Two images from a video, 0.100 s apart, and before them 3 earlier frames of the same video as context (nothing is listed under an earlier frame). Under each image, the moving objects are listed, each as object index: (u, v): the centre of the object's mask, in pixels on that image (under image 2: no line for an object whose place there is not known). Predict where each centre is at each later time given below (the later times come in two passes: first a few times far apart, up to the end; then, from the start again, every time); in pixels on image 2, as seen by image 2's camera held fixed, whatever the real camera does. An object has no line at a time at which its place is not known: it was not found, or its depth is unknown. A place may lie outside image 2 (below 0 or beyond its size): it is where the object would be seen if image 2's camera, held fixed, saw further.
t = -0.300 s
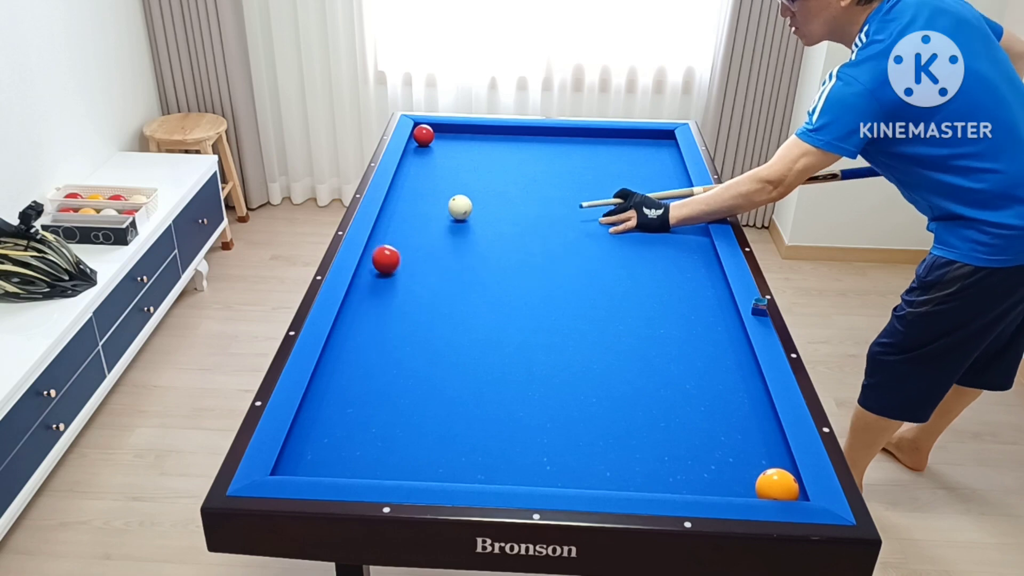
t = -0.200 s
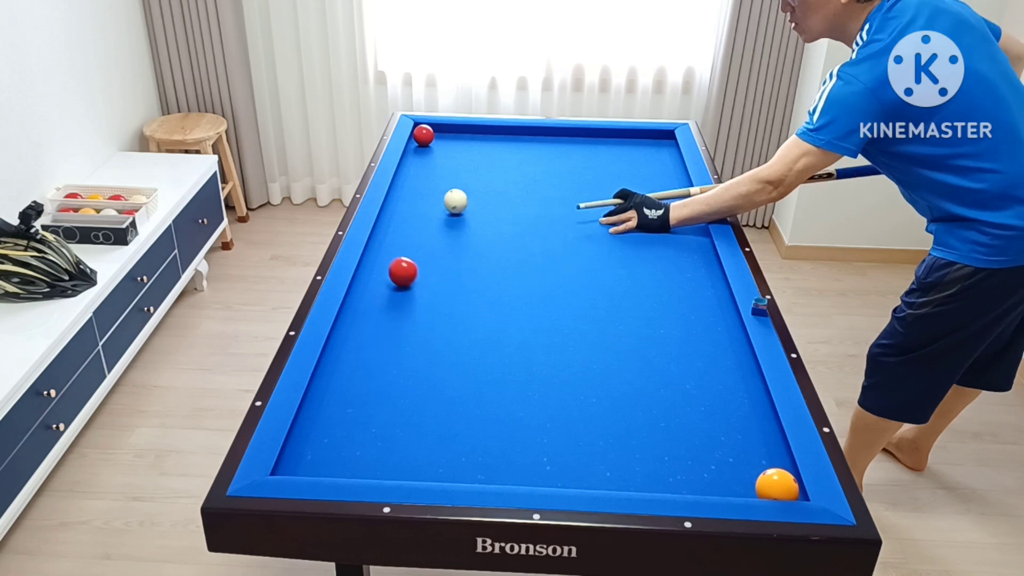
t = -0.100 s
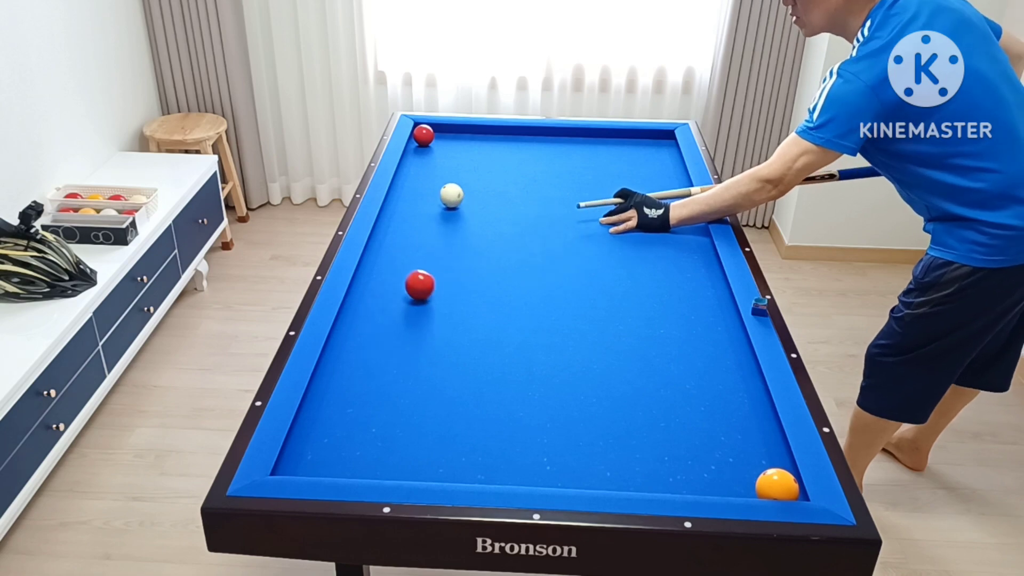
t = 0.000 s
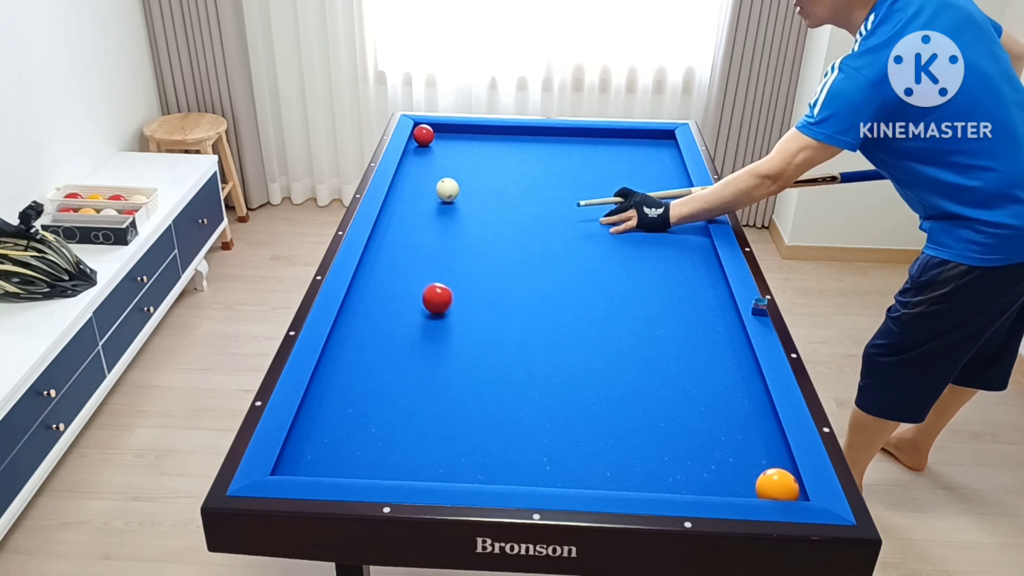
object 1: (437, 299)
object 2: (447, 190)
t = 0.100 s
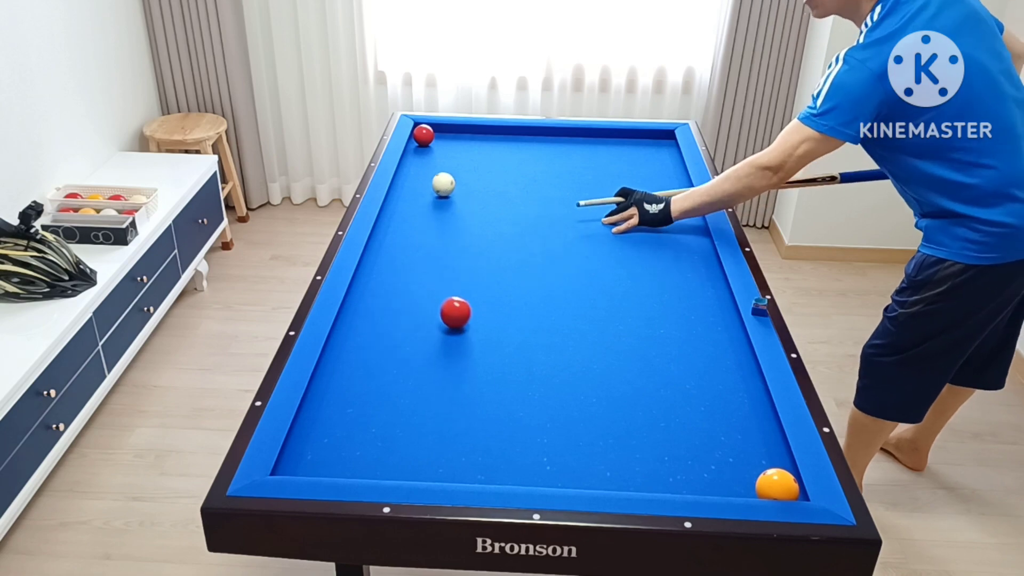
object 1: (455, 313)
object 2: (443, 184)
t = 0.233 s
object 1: (481, 333)
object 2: (438, 177)
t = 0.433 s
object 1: (523, 365)
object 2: (431, 167)
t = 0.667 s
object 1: (578, 408)
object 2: (422, 157)
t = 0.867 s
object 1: (632, 451)
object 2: (415, 149)
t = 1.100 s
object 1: (697, 475)
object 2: (424, 142)
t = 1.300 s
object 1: (742, 454)
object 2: (432, 141)
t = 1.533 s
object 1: (750, 429)
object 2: (440, 139)
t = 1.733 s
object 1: (715, 406)
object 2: (446, 138)
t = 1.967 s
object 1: (680, 382)
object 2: (451, 136)
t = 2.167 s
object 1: (654, 363)
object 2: (455, 135)
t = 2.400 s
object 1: (627, 343)
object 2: (459, 133)
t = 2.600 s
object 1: (607, 328)
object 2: (462, 132)
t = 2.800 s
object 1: (589, 314)
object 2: (464, 131)
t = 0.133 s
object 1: (462, 318)
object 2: (442, 182)
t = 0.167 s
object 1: (468, 323)
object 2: (441, 181)
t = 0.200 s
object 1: (474, 328)
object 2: (439, 179)
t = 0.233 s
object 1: (481, 333)
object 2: (438, 177)
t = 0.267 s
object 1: (488, 338)
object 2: (437, 175)
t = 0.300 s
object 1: (494, 343)
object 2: (436, 174)
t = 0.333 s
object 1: (501, 349)
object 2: (434, 172)
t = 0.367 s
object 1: (508, 354)
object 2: (433, 171)
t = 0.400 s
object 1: (516, 360)
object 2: (432, 169)
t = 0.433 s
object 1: (523, 365)
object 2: (431, 167)
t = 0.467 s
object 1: (530, 371)
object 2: (429, 166)
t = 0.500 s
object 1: (538, 377)
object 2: (428, 164)
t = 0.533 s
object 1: (546, 383)
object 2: (427, 163)
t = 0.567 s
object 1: (553, 389)
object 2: (426, 161)
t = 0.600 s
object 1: (561, 396)
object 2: (425, 160)
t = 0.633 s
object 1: (570, 402)
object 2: (423, 158)
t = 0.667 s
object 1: (578, 408)
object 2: (422, 157)
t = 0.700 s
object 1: (587, 415)
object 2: (421, 155)
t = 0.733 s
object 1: (595, 422)
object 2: (420, 154)
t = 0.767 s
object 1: (604, 429)
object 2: (419, 153)
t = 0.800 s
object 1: (613, 436)
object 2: (418, 151)
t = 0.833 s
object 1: (623, 443)
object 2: (416, 150)
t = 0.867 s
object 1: (632, 451)
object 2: (415, 149)
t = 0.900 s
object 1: (642, 458)
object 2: (416, 147)
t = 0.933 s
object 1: (652, 466)
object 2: (418, 146)
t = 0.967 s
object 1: (662, 473)
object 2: (419, 145)
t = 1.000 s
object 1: (672, 479)
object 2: (420, 143)
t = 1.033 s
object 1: (682, 479)
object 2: (422, 142)
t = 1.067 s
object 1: (689, 477)
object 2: (423, 142)
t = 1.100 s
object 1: (697, 475)
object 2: (424, 142)
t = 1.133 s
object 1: (705, 472)
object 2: (426, 142)
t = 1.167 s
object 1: (712, 467)
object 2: (427, 142)
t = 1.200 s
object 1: (720, 464)
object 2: (428, 141)
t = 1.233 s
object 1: (727, 461)
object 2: (430, 141)
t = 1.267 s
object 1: (734, 457)
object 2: (431, 141)
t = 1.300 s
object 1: (742, 454)
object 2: (432, 141)
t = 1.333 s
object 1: (748, 451)
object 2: (433, 141)
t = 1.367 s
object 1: (756, 447)
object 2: (435, 140)
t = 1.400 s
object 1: (763, 444)
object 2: (436, 140)
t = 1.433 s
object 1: (768, 441)
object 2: (437, 140)
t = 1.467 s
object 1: (762, 437)
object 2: (438, 140)
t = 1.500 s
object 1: (756, 433)
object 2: (439, 140)
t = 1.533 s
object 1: (750, 429)
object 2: (440, 139)
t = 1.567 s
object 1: (744, 424)
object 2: (441, 139)
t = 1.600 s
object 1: (738, 420)
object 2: (442, 139)
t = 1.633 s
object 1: (732, 417)
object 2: (443, 138)
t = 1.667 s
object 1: (727, 412)
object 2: (444, 138)
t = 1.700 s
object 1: (721, 409)
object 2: (445, 138)
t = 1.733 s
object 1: (715, 406)
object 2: (446, 138)
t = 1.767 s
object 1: (710, 402)
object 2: (446, 138)
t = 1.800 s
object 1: (705, 398)
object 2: (447, 137)
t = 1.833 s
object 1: (700, 395)
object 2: (448, 137)
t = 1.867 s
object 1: (695, 391)
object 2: (449, 137)
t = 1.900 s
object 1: (690, 388)
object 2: (450, 137)
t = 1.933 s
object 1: (685, 385)
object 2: (451, 136)
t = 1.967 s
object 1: (680, 382)
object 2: (451, 136)
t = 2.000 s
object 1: (675, 378)
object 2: (452, 136)
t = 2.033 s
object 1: (671, 375)
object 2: (453, 136)
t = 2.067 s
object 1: (666, 372)
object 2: (453, 136)
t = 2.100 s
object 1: (662, 368)
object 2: (454, 136)
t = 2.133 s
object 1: (658, 366)
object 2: (455, 135)
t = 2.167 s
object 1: (654, 363)
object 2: (455, 135)
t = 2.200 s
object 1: (650, 360)
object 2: (456, 135)
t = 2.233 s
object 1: (646, 357)
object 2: (456, 135)
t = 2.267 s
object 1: (642, 354)
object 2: (457, 134)
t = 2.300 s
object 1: (638, 351)
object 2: (458, 134)
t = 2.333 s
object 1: (634, 349)
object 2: (458, 134)
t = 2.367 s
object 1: (630, 346)
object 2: (459, 134)
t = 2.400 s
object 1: (627, 343)
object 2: (459, 133)
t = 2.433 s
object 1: (623, 341)
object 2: (460, 133)
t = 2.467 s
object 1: (620, 338)
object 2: (460, 133)
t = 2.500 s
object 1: (617, 335)
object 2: (461, 133)
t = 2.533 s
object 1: (613, 333)
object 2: (461, 133)
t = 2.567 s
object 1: (610, 330)
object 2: (461, 132)
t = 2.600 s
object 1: (607, 328)
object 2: (462, 132)
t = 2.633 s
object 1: (604, 325)
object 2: (462, 132)
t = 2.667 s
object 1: (601, 323)
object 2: (463, 132)
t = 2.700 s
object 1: (598, 321)
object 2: (463, 131)
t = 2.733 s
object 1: (595, 318)
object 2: (463, 131)
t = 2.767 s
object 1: (592, 316)
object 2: (464, 131)
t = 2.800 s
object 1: (589, 314)
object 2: (464, 131)
